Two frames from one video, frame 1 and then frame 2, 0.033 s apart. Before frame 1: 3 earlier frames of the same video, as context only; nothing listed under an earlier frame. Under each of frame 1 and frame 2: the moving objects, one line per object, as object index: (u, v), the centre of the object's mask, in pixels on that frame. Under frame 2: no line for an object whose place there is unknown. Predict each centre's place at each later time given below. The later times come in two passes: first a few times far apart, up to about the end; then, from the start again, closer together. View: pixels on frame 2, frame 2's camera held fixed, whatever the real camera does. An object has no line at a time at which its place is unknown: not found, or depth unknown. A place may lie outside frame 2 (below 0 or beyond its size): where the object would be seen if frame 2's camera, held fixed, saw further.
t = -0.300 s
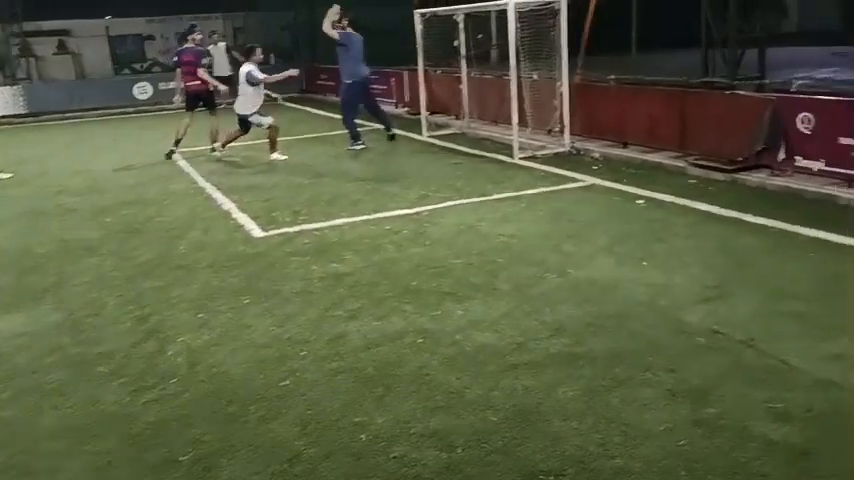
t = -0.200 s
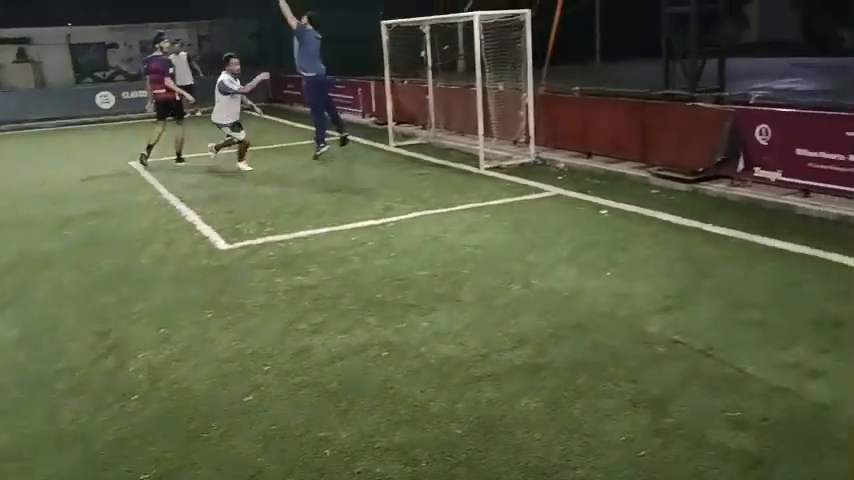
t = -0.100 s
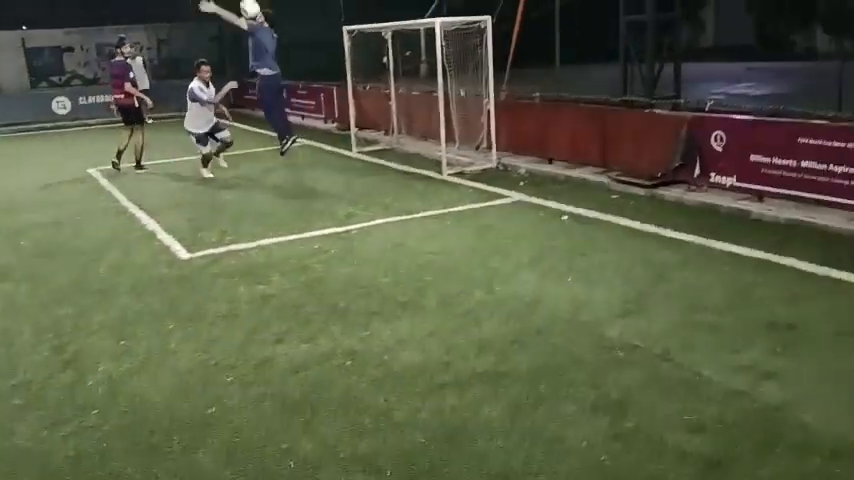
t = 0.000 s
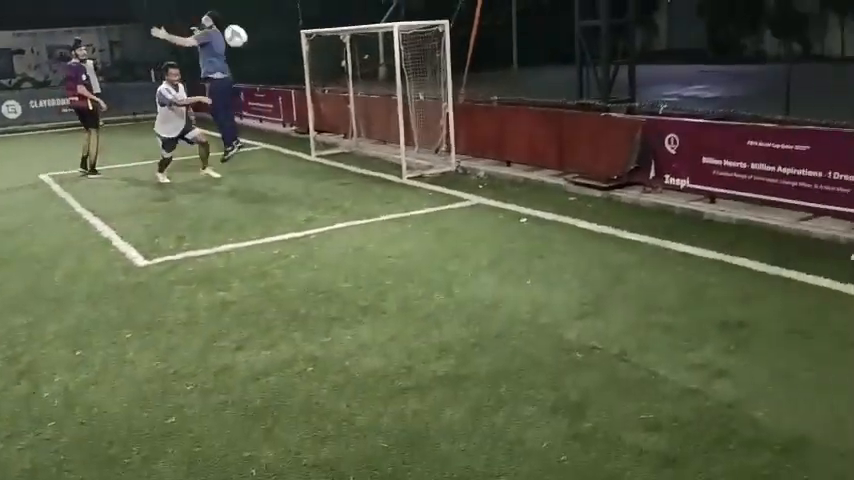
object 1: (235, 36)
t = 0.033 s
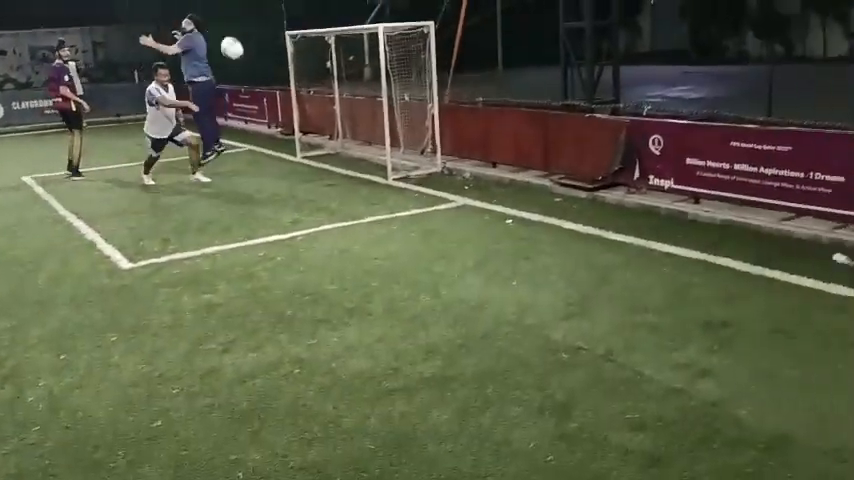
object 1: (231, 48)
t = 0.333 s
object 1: (376, 238)
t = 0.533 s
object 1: (432, 148)
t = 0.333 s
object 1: (376, 238)
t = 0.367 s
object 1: (385, 224)
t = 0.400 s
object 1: (393, 207)
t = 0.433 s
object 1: (401, 190)
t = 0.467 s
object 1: (411, 176)
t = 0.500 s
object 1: (422, 160)
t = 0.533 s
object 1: (432, 148)
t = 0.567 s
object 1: (444, 136)
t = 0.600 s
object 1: (455, 125)
